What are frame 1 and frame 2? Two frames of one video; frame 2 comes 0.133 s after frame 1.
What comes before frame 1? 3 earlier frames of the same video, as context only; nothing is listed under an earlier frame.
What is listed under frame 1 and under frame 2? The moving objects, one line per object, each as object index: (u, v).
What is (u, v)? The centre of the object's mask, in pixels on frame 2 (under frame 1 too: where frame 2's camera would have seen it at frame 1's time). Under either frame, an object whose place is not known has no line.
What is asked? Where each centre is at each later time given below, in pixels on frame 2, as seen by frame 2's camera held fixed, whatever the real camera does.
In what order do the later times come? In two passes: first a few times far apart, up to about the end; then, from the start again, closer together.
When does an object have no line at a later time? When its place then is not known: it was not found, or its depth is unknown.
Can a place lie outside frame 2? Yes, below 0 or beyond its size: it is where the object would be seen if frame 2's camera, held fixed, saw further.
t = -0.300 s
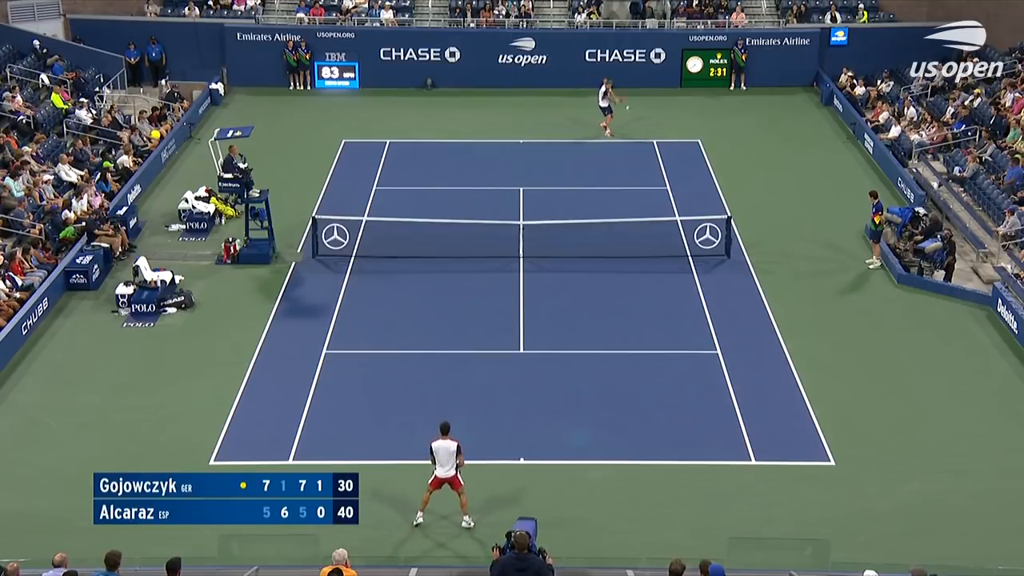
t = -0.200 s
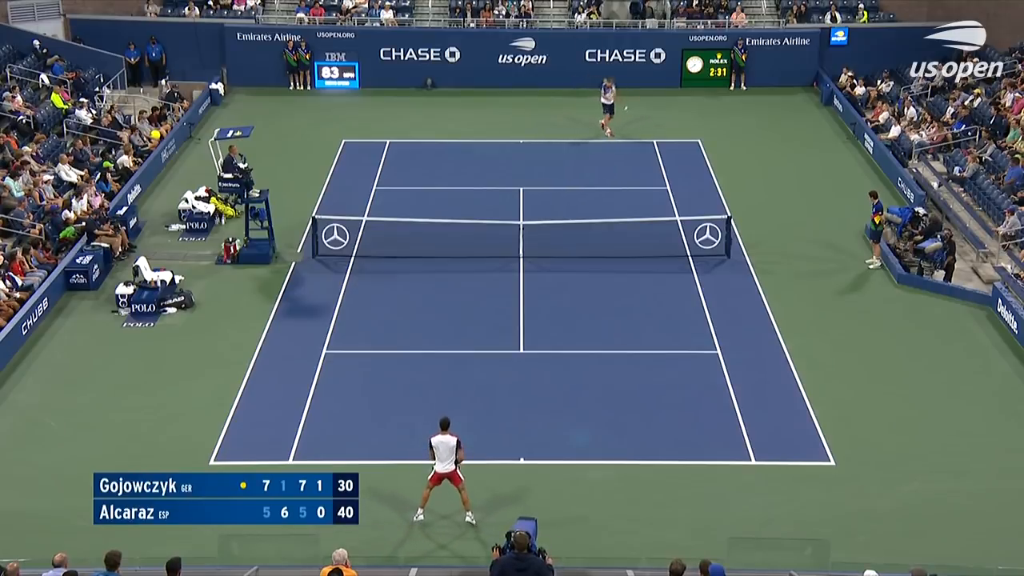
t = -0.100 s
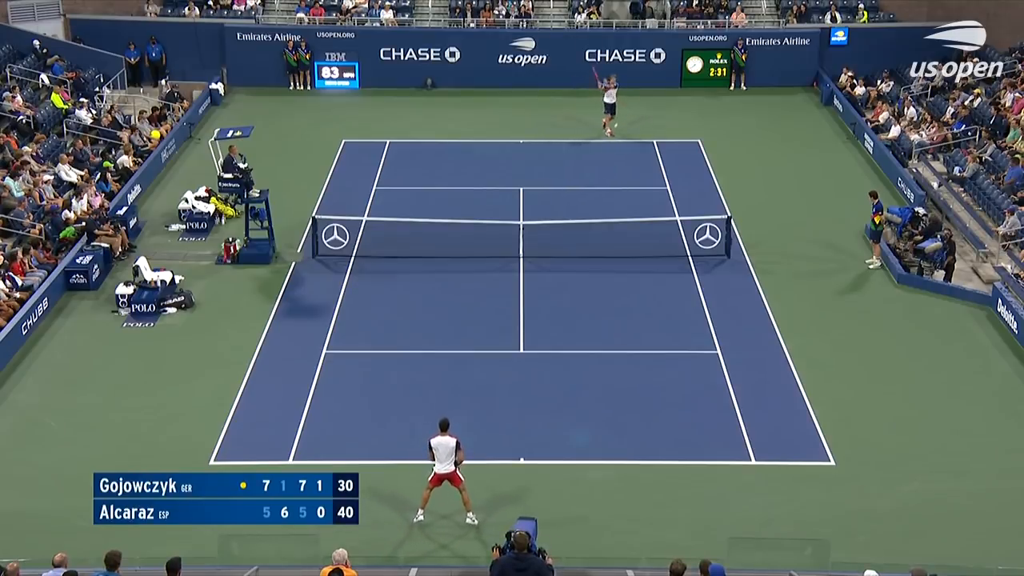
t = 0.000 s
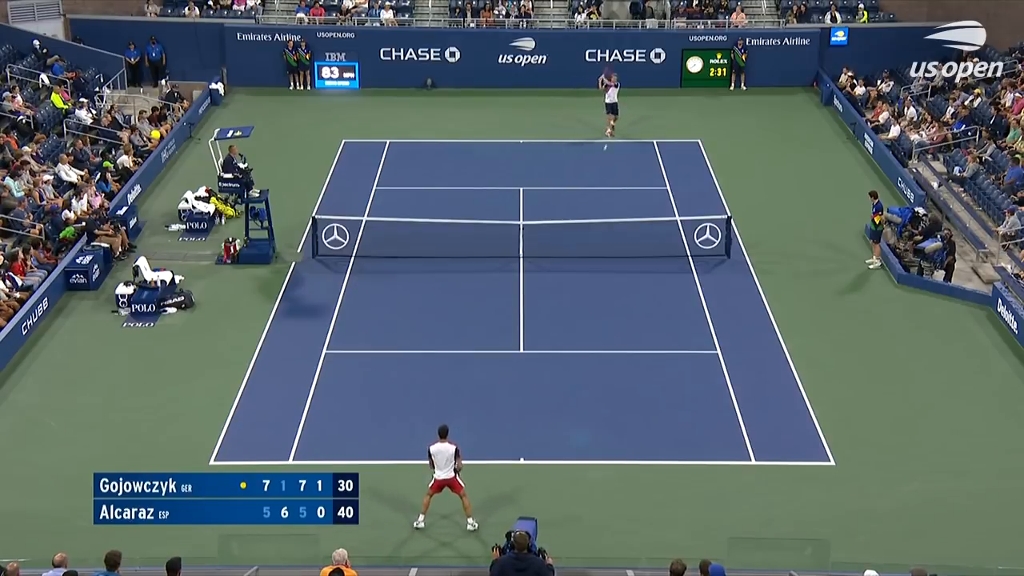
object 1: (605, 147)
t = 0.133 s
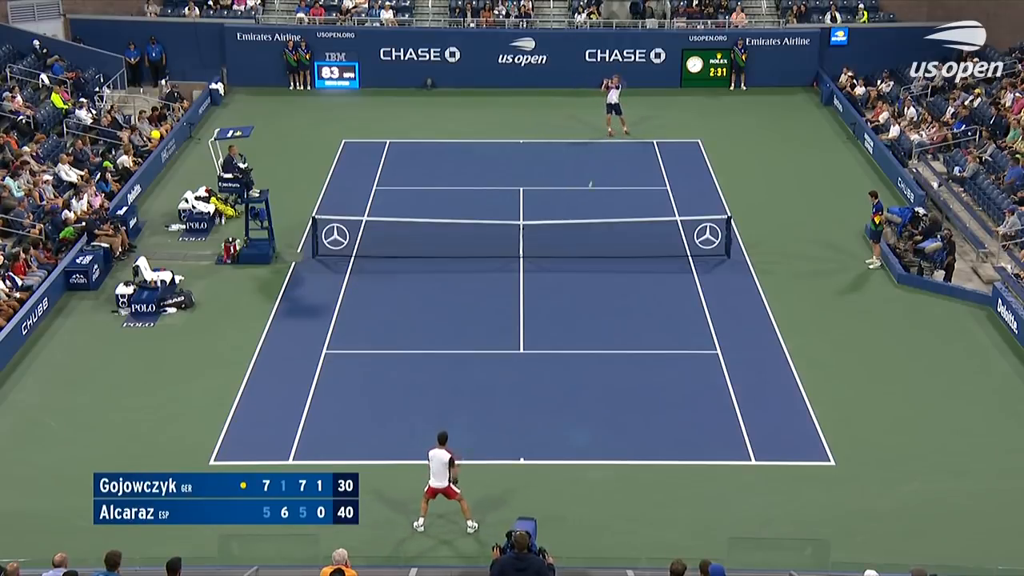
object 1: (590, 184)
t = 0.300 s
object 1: (570, 245)
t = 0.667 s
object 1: (523, 393)
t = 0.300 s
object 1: (570, 245)
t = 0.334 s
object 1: (566, 259)
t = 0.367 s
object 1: (562, 273)
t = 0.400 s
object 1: (557, 289)
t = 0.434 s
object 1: (553, 305)
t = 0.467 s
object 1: (548, 323)
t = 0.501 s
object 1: (544, 341)
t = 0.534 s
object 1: (539, 361)
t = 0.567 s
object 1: (534, 380)
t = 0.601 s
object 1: (530, 386)
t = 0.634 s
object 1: (528, 388)
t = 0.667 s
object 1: (523, 393)
